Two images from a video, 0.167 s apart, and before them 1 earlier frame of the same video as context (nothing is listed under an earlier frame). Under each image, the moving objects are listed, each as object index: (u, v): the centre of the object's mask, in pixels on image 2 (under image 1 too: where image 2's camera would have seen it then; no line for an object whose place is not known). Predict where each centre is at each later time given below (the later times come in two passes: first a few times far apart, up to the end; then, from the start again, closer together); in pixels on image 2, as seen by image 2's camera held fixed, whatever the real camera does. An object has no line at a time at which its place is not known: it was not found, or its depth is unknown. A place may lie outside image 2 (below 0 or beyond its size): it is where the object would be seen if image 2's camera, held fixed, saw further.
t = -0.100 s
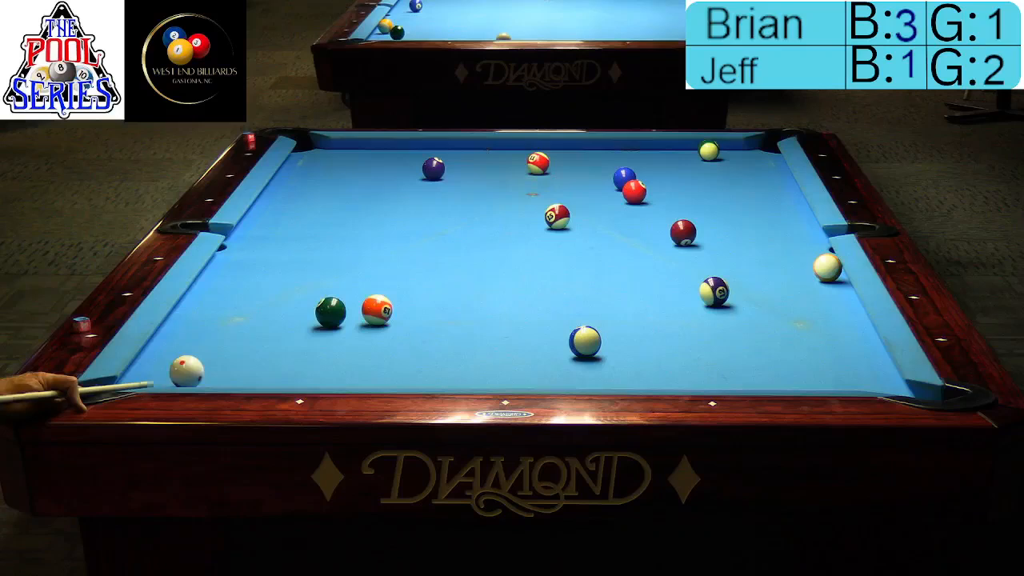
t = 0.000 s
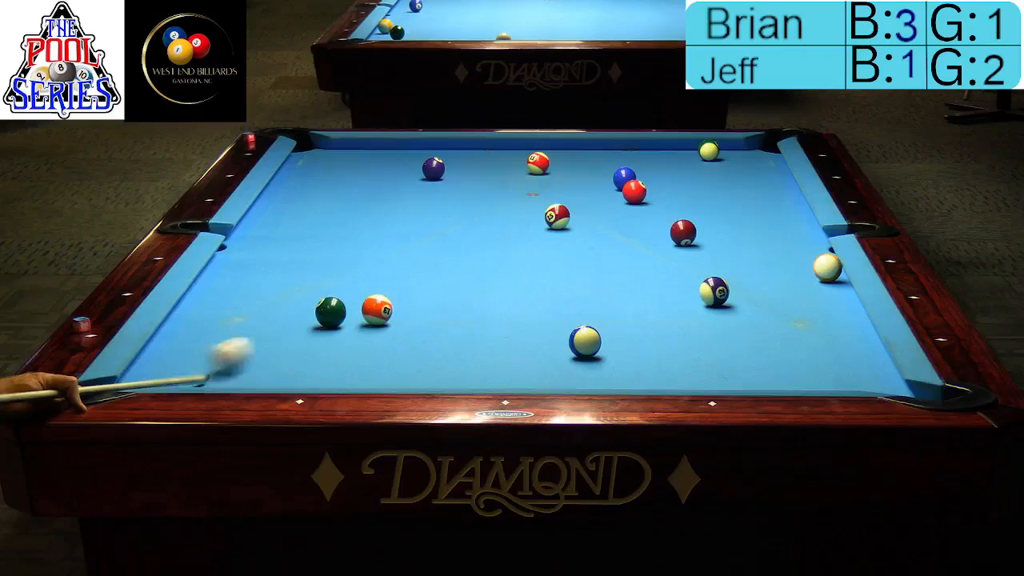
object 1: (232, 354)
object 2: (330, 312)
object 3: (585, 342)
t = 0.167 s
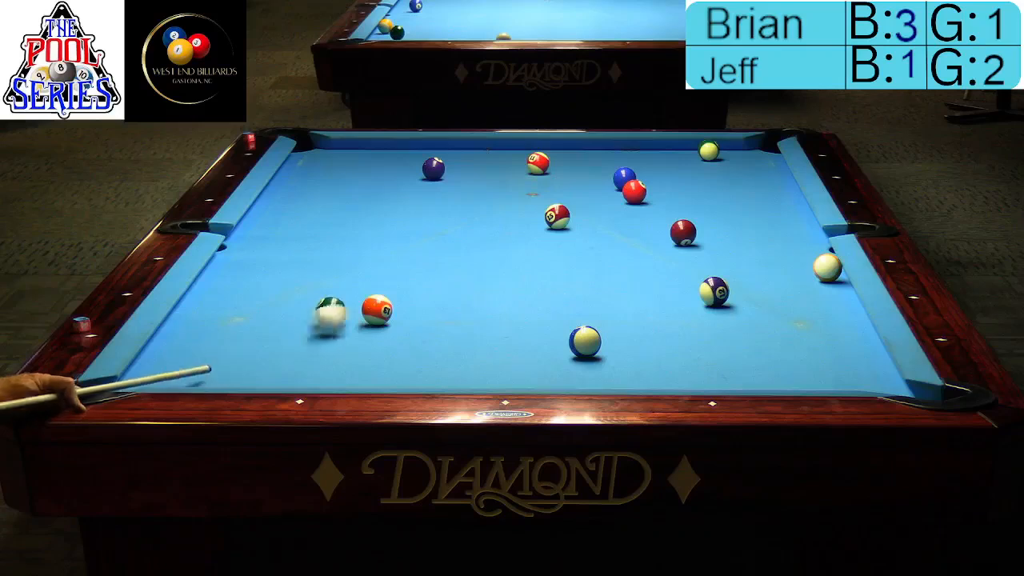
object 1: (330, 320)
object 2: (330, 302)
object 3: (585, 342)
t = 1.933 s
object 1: (831, 316)
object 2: (301, 180)
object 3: (585, 342)
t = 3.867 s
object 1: (611, 336)
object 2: (324, 146)
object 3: (584, 342)
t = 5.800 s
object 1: (605, 336)
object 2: (331, 145)
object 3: (572, 344)
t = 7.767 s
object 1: (605, 336)
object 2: (331, 145)
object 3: (572, 344)
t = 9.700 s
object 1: (605, 336)
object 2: (331, 145)
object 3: (572, 344)
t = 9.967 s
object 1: (605, 336)
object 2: (331, 145)
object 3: (572, 344)
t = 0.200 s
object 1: (346, 319)
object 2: (326, 306)
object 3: (585, 342)
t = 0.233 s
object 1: (361, 319)
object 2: (329, 304)
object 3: (585, 342)
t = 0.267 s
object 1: (373, 319)
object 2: (328, 300)
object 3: (585, 342)
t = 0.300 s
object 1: (385, 319)
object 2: (327, 296)
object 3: (585, 342)
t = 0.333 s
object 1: (397, 318)
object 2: (326, 293)
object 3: (585, 342)
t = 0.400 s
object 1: (420, 318)
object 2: (325, 286)
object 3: (585, 342)
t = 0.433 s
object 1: (431, 317)
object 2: (324, 283)
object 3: (585, 342)
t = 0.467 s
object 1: (443, 317)
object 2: (324, 280)
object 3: (585, 342)
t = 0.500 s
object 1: (454, 317)
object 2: (323, 277)
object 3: (585, 342)
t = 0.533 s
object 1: (466, 317)
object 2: (323, 274)
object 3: (585, 342)
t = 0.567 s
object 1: (477, 317)
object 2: (322, 271)
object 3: (585, 342)
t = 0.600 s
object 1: (488, 317)
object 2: (321, 268)
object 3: (585, 342)
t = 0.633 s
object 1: (499, 316)
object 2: (321, 265)
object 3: (585, 342)
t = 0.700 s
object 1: (521, 316)
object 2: (319, 260)
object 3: (585, 342)
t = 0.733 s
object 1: (532, 316)
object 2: (319, 257)
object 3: (585, 341)
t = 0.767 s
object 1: (543, 316)
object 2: (318, 254)
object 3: (585, 342)
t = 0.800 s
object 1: (554, 316)
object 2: (318, 251)
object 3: (585, 342)
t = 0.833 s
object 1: (565, 316)
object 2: (317, 249)
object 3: (585, 342)
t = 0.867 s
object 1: (575, 314)
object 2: (317, 246)
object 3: (585, 342)
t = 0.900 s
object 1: (585, 313)
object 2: (316, 244)
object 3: (585, 342)
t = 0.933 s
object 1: (597, 315)
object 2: (315, 241)
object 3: (585, 342)
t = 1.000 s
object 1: (617, 315)
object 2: (314, 236)
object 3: (585, 342)
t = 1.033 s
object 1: (628, 315)
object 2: (314, 234)
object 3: (585, 342)
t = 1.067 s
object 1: (638, 315)
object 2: (313, 231)
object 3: (585, 342)
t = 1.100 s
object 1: (648, 315)
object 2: (312, 229)
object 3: (585, 342)
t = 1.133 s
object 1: (658, 315)
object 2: (312, 227)
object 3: (585, 342)
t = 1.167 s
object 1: (668, 315)
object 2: (311, 225)
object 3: (585, 342)
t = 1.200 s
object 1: (679, 315)
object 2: (311, 222)
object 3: (585, 342)
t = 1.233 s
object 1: (688, 315)
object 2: (310, 221)
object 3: (585, 342)
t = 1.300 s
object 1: (708, 315)
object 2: (309, 216)
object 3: (585, 342)
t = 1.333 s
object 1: (719, 315)
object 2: (309, 214)
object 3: (585, 342)
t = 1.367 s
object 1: (729, 315)
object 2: (308, 212)
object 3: (585, 342)
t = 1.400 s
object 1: (738, 315)
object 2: (308, 209)
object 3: (585, 342)
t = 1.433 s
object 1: (748, 315)
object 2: (307, 207)
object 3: (585, 342)
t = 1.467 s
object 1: (758, 315)
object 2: (307, 205)
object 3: (585, 342)
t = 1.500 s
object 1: (767, 314)
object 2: (306, 203)
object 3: (585, 342)
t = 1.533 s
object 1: (776, 314)
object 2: (306, 202)
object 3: (585, 342)
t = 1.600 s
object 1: (795, 314)
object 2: (305, 198)
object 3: (585, 342)
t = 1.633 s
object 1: (805, 314)
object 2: (304, 196)
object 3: (585, 342)
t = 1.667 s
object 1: (814, 314)
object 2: (304, 194)
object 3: (585, 342)
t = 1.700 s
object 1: (823, 314)
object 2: (304, 191)
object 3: (585, 342)
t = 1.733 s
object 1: (833, 314)
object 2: (303, 190)
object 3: (585, 342)
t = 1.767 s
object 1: (842, 314)
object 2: (303, 188)
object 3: (585, 342)
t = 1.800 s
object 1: (850, 314)
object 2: (302, 187)
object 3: (585, 342)
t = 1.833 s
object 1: (847, 315)
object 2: (302, 185)
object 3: (585, 342)
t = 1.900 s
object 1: (836, 316)
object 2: (301, 182)
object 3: (585, 342)
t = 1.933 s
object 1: (831, 316)
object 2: (301, 180)
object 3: (585, 342)
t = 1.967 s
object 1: (826, 316)
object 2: (299, 178)
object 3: (585, 342)
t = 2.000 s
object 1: (821, 317)
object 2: (299, 177)
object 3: (585, 342)
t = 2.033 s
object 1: (816, 317)
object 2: (299, 175)
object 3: (585, 342)
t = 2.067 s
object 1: (811, 318)
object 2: (299, 174)
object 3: (585, 342)
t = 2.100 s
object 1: (806, 318)
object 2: (298, 172)
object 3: (585, 342)
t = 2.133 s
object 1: (801, 319)
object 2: (297, 171)
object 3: (585, 342)
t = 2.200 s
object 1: (791, 320)
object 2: (297, 168)
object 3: (585, 342)
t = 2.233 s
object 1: (786, 320)
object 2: (296, 165)
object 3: (585, 342)
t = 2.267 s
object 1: (781, 321)
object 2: (296, 165)
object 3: (585, 342)
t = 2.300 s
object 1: (776, 321)
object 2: (295, 164)
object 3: (585, 342)
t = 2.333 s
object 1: (772, 322)
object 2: (295, 163)
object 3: (585, 342)
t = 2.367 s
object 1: (767, 322)
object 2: (296, 161)
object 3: (585, 342)
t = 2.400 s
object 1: (763, 323)
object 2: (298, 160)
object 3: (585, 342)
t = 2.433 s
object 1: (758, 323)
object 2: (299, 159)
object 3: (585, 342)
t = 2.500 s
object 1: (749, 324)
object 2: (303, 156)
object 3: (585, 342)
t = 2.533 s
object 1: (745, 324)
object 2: (304, 155)
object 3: (585, 342)
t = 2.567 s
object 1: (740, 325)
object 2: (307, 154)
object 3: (585, 342)
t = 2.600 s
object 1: (736, 325)
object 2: (308, 153)
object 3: (585, 342)
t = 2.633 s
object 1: (732, 325)
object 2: (310, 152)
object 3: (585, 342)
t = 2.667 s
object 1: (728, 326)
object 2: (311, 151)
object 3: (585, 342)
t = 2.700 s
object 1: (723, 326)
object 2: (313, 149)
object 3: (585, 342)
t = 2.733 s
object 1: (719, 327)
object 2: (314, 148)
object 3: (585, 342)
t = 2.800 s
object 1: (711, 327)
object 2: (317, 147)
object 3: (585, 342)
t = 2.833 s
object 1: (707, 327)
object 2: (319, 146)
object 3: (585, 342)
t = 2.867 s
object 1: (703, 328)
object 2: (321, 145)
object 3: (585, 342)
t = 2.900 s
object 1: (699, 328)
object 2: (322, 144)
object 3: (585, 342)
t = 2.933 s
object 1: (696, 328)
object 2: (323, 143)
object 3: (585, 342)
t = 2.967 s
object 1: (692, 329)
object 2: (322, 142)
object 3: (585, 342)
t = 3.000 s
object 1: (688, 329)
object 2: (320, 142)
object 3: (585, 342)
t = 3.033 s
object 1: (685, 329)
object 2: (318, 143)
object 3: (585, 342)
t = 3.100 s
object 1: (677, 330)
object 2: (313, 143)
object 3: (585, 342)
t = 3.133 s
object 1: (674, 330)
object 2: (312, 143)
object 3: (585, 342)
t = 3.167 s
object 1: (670, 331)
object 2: (309, 144)
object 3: (585, 342)
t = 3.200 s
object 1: (667, 331)
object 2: (306, 145)
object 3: (585, 342)
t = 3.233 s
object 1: (663, 331)
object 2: (306, 145)
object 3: (585, 342)
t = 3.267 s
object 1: (660, 332)
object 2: (307, 145)
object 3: (585, 342)
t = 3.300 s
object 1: (656, 332)
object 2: (308, 145)
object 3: (585, 342)
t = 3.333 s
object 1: (653, 332)
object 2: (309, 145)
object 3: (585, 342)
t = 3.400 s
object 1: (647, 333)
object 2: (311, 145)
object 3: (585, 342)
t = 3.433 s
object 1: (644, 333)
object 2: (313, 145)
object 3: (585, 342)
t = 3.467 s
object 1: (641, 333)
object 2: (314, 145)
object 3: (585, 342)
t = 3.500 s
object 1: (638, 334)
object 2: (315, 145)
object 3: (585, 342)
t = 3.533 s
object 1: (635, 334)
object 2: (316, 145)
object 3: (585, 342)
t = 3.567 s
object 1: (632, 334)
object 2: (317, 145)
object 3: (585, 342)
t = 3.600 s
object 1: (629, 334)
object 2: (318, 145)
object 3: (585, 342)
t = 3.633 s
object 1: (626, 334)
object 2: (319, 145)
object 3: (585, 341)
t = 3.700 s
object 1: (621, 335)
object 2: (321, 145)
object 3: (585, 342)
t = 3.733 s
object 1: (618, 335)
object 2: (322, 145)
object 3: (585, 342)
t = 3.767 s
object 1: (616, 335)
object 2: (322, 145)
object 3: (585, 342)
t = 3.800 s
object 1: (614, 336)
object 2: (323, 145)
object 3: (584, 342)
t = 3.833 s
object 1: (612, 335)
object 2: (324, 146)
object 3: (584, 342)
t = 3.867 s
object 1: (611, 336)
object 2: (324, 146)
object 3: (584, 342)
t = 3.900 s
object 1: (610, 335)
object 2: (325, 146)
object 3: (583, 342)
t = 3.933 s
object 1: (609, 336)
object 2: (325, 145)
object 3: (582, 342)
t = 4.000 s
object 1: (608, 335)
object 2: (326, 145)
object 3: (580, 343)
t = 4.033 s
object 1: (607, 335)
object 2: (327, 145)
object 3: (579, 343)
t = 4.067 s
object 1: (606, 335)
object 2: (327, 145)
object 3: (578, 343)
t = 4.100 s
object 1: (606, 335)
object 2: (328, 146)
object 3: (577, 343)
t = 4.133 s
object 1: (606, 335)
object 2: (329, 146)
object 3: (577, 343)
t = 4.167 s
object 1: (605, 336)
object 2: (328, 145)
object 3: (576, 343)
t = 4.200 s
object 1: (605, 336)
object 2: (328, 145)
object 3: (575, 343)
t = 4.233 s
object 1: (605, 336)
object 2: (328, 145)
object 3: (575, 343)
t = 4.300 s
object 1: (605, 336)
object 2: (329, 145)
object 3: (573, 344)
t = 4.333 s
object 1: (604, 336)
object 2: (329, 145)
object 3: (573, 343)
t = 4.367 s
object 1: (604, 336)
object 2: (329, 145)
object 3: (572, 344)
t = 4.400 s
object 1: (604, 336)
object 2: (331, 146)
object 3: (572, 344)
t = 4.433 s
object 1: (604, 336)
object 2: (330, 145)
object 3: (572, 344)
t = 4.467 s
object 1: (605, 336)
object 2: (330, 145)
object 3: (571, 344)
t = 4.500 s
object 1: (605, 336)
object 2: (330, 145)
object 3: (571, 344)
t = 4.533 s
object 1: (604, 336)
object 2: (330, 145)
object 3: (571, 344)
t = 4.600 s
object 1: (605, 336)
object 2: (330, 145)
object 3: (571, 344)
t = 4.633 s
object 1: (605, 336)
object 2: (331, 146)
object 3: (571, 344)
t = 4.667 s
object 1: (605, 336)
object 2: (331, 146)
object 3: (571, 344)
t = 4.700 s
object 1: (605, 336)
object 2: (330, 146)
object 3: (571, 344)
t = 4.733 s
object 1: (604, 336)
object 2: (330, 145)
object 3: (571, 344)
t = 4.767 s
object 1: (605, 336)
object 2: (330, 145)
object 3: (571, 344)
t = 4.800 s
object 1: (605, 336)
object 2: (330, 145)
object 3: (571, 344)
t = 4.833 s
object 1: (605, 336)
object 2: (330, 146)
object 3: (571, 344)
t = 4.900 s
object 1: (605, 336)
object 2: (331, 145)
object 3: (572, 344)
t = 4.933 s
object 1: (605, 336)
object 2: (331, 145)
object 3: (572, 344)
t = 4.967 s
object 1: (605, 336)
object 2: (331, 145)
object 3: (572, 344)
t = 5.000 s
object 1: (605, 336)
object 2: (331, 145)
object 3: (572, 344)
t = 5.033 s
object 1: (605, 336)
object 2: (331, 145)
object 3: (572, 344)
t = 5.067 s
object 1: (605, 336)
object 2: (331, 145)
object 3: (572, 344)
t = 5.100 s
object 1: (605, 336)
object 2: (331, 145)
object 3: (572, 344)
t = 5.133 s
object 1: (605, 336)
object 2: (331, 145)
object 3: (572, 344)
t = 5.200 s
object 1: (605, 336)
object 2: (331, 145)
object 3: (572, 344)
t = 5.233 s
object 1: (605, 336)
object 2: (331, 145)
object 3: (572, 344)
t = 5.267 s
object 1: (605, 336)
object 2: (331, 145)
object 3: (572, 344)
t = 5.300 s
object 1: (605, 336)
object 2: (331, 145)
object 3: (572, 344)
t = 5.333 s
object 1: (605, 336)
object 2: (331, 145)
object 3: (572, 344)
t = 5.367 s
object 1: (605, 336)
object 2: (331, 145)
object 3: (572, 344)
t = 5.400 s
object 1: (605, 336)
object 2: (331, 145)
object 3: (572, 344)
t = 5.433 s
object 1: (605, 336)
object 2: (331, 145)
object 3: (572, 344)
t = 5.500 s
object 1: (605, 336)
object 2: (331, 145)
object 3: (572, 344)
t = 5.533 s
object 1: (605, 336)
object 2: (331, 145)
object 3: (572, 344)
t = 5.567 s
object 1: (605, 336)
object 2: (331, 145)
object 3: (572, 344)
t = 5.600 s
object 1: (605, 336)
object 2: (331, 145)
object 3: (572, 344)
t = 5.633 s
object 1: (605, 336)
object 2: (331, 145)
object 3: (572, 344)
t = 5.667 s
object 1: (605, 336)
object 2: (331, 145)
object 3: (572, 344)
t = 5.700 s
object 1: (605, 336)
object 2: (331, 145)
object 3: (572, 344)
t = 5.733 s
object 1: (605, 336)
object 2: (331, 145)
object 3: (572, 344)
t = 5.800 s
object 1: (605, 336)
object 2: (331, 145)
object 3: (572, 344)
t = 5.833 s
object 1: (605, 336)
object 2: (331, 145)
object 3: (572, 344)
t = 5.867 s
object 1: (605, 336)
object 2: (331, 145)
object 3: (572, 344)
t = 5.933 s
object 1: (605, 336)
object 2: (331, 145)
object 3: (572, 344)
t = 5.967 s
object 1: (605, 336)
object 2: (331, 145)
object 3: (572, 344)
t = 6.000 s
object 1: (605, 336)
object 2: (331, 145)
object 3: (572, 344)
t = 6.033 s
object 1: (605, 336)
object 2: (331, 145)
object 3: (572, 344)
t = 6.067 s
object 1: (605, 336)
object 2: (331, 145)
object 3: (572, 344)
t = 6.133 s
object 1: (605, 336)
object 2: (331, 145)
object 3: (572, 344)
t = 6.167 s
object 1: (605, 336)
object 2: (330, 145)
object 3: (572, 344)
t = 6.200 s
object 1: (605, 336)
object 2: (331, 145)
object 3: (572, 344)
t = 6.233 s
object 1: (605, 336)
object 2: (331, 145)
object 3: (572, 344)
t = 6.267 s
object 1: (605, 336)
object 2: (331, 145)
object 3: (572, 344)
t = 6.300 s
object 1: (605, 336)
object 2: (331, 145)
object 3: (572, 344)
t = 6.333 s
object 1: (605, 336)
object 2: (330, 145)
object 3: (572, 344)
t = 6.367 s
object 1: (605, 336)
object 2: (331, 145)
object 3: (572, 344)
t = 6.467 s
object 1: (605, 336)
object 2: (331, 145)
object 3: (572, 344)
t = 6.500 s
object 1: (605, 336)
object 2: (331, 145)
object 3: (572, 344)
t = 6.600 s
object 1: (605, 336)
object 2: (331, 145)
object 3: (572, 344)
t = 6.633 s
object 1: (605, 336)
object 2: (331, 145)
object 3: (572, 344)
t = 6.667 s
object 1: (605, 336)
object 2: (330, 145)
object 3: (572, 344)
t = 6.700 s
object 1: (605, 336)
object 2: (331, 145)
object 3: (572, 344)
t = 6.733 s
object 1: (605, 336)
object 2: (331, 145)
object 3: (572, 344)
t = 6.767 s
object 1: (605, 336)
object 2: (330, 145)
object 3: (572, 344)
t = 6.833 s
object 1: (605, 336)
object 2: (330, 145)
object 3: (572, 344)
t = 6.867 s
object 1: (605, 336)
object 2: (331, 145)
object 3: (572, 344)
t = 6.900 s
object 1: (605, 336)
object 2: (331, 145)
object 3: (572, 344)
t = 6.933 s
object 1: (605, 336)
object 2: (331, 145)
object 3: (572, 344)
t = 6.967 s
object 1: (605, 336)
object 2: (331, 145)
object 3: (572, 344)
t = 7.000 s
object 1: (605, 336)
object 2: (330, 145)
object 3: (572, 344)
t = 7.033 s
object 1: (605, 336)
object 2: (331, 145)
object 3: (572, 344)
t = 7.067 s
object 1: (605, 336)
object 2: (331, 145)
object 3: (572, 344)
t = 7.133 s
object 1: (605, 336)
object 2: (331, 145)
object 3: (572, 344)
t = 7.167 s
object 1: (605, 336)
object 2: (331, 145)
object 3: (572, 344)
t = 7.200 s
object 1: (605, 336)
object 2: (330, 145)
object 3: (572, 344)
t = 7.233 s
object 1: (605, 336)
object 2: (330, 145)
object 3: (572, 344)
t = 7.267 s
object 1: (605, 336)
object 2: (330, 145)
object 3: (572, 344)
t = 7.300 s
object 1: (605, 336)
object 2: (331, 145)
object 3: (572, 344)
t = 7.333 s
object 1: (605, 336)
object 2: (331, 145)
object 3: (572, 344)
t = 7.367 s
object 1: (605, 336)
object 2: (331, 145)
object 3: (572, 344)
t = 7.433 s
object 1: (605, 336)
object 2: (331, 145)
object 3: (572, 344)
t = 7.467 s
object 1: (605, 336)
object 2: (330, 145)
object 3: (572, 344)
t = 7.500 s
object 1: (605, 336)
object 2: (330, 145)
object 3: (572, 344)
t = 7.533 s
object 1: (605, 336)
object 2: (331, 145)
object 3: (572, 343)
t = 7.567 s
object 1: (605, 336)
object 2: (331, 145)
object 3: (572, 344)
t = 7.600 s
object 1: (605, 336)
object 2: (331, 145)
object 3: (572, 343)
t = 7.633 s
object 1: (605, 336)
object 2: (331, 145)
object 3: (572, 344)
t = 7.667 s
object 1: (605, 336)
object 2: (331, 145)
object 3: (572, 344)
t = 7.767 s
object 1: (605, 336)
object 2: (331, 145)
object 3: (572, 344)
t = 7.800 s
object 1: (605, 336)
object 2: (331, 145)
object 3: (572, 344)
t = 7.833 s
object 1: (605, 336)
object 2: (331, 145)
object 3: (572, 344)
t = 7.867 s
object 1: (605, 336)
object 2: (331, 145)
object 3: (572, 344)
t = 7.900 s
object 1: (605, 336)
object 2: (331, 145)
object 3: (572, 344)
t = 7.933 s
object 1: (605, 336)
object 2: (331, 145)
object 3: (572, 344)
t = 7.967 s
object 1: (605, 336)
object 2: (331, 145)
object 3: (572, 344)
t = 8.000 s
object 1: (605, 336)
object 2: (331, 145)
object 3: (572, 344)
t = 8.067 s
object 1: (605, 336)
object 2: (331, 145)
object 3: (572, 344)
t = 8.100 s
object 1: (605, 336)
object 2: (331, 145)
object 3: (572, 344)
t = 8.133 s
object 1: (605, 336)
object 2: (331, 145)
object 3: (572, 344)
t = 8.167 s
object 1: (605, 336)
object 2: (331, 145)
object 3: (572, 344)
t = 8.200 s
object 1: (605, 336)
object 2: (331, 145)
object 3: (572, 344)
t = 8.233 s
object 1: (605, 336)
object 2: (331, 145)
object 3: (572, 344)
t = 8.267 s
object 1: (605, 336)
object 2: (331, 145)
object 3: (572, 344)
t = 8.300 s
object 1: (605, 336)
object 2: (331, 145)
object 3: (572, 344)
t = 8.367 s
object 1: (605, 336)
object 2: (331, 145)
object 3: (572, 344)
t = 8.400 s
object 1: (605, 336)
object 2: (331, 145)
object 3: (572, 344)
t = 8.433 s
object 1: (605, 336)
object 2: (331, 145)
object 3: (572, 344)
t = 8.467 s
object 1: (605, 336)
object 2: (331, 145)
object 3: (572, 344)
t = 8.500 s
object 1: (605, 336)
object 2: (331, 145)
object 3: (572, 344)
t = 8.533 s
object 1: (605, 336)
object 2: (331, 145)
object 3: (572, 344)
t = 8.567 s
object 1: (605, 336)
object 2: (331, 145)
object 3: (572, 344)
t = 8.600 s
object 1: (605, 336)
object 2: (331, 145)
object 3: (572, 344)
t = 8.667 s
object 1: (605, 336)
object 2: (331, 145)
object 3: (572, 344)
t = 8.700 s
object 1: (605, 336)
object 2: (331, 145)
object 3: (572, 344)
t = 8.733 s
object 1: (605, 336)
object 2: (331, 145)
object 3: (572, 344)
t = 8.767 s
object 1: (605, 336)
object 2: (331, 145)
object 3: (572, 344)
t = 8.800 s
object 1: (605, 336)
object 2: (331, 145)
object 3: (572, 344)
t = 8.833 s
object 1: (605, 336)
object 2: (331, 145)
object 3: (572, 344)
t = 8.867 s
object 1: (605, 336)
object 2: (331, 145)
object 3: (572, 344)
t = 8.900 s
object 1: (605, 336)
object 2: (330, 145)
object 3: (572, 344)
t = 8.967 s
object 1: (605, 336)
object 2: (331, 145)
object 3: (572, 344)
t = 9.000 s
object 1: (605, 336)
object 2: (331, 145)
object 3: (572, 344)
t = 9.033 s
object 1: (605, 336)
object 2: (331, 145)
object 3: (572, 344)
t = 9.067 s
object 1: (605, 336)
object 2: (331, 145)
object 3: (572, 344)
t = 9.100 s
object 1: (605, 336)
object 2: (331, 145)
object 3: (572, 344)
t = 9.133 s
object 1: (605, 336)
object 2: (331, 145)
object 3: (572, 344)
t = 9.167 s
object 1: (605, 336)
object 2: (330, 145)
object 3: (572, 344)
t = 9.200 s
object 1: (605, 336)
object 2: (330, 145)
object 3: (572, 344)
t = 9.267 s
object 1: (605, 336)
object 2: (331, 145)
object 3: (572, 344)
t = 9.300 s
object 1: (605, 336)
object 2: (331, 145)
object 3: (572, 344)
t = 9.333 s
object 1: (605, 336)
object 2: (331, 145)
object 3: (572, 344)
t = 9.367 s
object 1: (605, 336)
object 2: (331, 145)
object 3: (572, 344)
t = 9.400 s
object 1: (605, 336)
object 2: (331, 145)
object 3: (572, 344)
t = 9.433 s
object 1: (605, 336)
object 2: (331, 145)
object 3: (572, 344)
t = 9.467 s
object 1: (605, 336)
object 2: (331, 145)
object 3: (572, 344)
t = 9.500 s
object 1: (605, 336)
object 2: (330, 145)
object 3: (572, 344)
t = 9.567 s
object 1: (605, 336)
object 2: (330, 145)
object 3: (572, 344)
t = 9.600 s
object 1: (605, 336)
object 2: (331, 145)
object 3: (572, 344)
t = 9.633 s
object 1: (605, 336)
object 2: (331, 145)
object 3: (572, 344)
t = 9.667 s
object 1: (605, 336)
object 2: (331, 145)
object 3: (572, 344)
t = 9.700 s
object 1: (605, 336)
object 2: (331, 145)
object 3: (572, 344)
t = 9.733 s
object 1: (605, 336)
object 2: (331, 145)
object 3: (572, 344)
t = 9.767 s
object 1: (605, 336)
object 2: (331, 145)
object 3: (572, 344)
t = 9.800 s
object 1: (605, 336)
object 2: (331, 145)
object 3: (572, 344)
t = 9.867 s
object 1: (605, 336)
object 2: (331, 145)
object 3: (572, 344)
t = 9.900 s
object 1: (605, 336)
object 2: (331, 145)
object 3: (572, 344)
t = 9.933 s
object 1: (605, 336)
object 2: (331, 145)
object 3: (572, 344)
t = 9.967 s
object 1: (605, 336)
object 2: (331, 145)
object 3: (572, 344)
